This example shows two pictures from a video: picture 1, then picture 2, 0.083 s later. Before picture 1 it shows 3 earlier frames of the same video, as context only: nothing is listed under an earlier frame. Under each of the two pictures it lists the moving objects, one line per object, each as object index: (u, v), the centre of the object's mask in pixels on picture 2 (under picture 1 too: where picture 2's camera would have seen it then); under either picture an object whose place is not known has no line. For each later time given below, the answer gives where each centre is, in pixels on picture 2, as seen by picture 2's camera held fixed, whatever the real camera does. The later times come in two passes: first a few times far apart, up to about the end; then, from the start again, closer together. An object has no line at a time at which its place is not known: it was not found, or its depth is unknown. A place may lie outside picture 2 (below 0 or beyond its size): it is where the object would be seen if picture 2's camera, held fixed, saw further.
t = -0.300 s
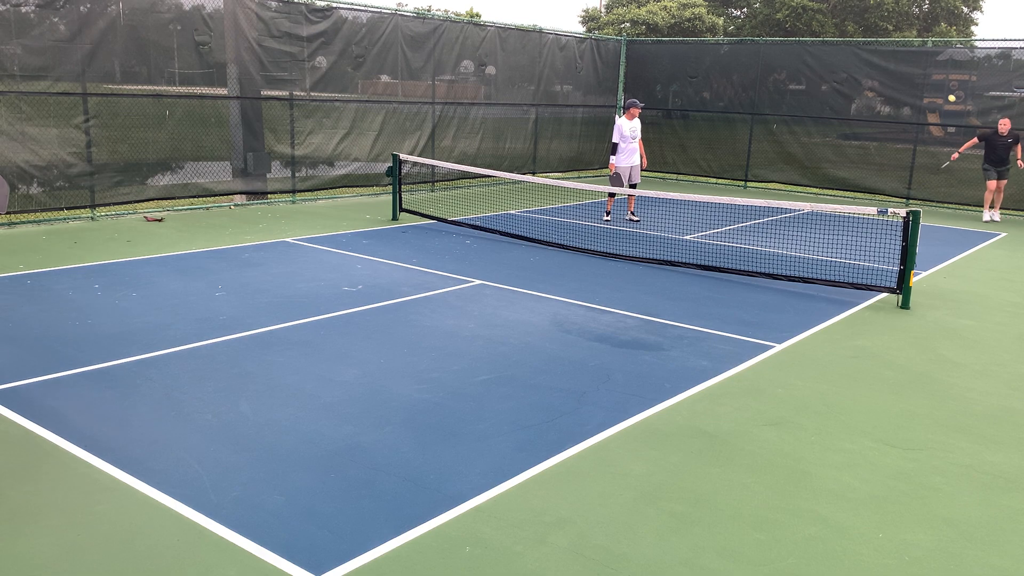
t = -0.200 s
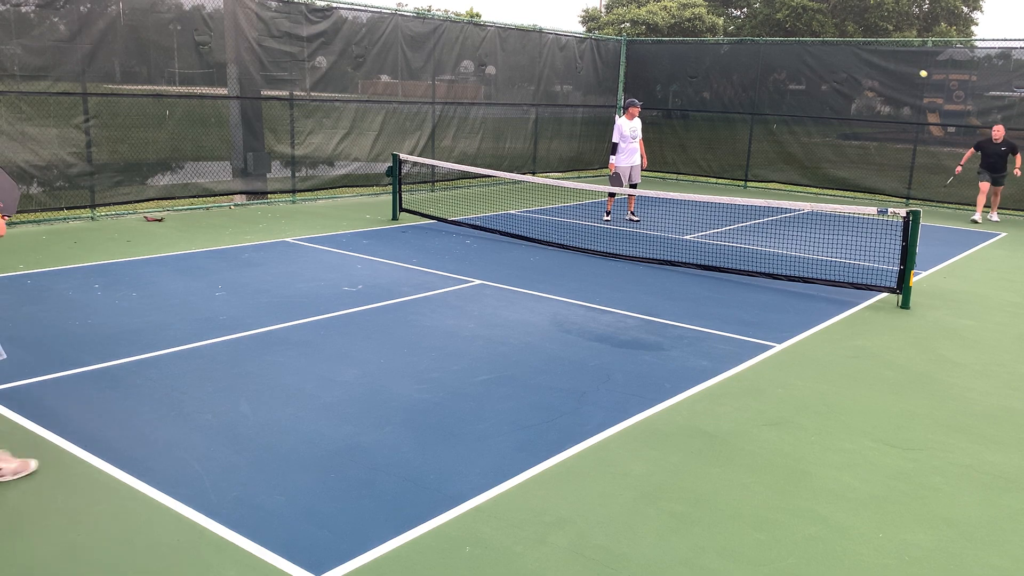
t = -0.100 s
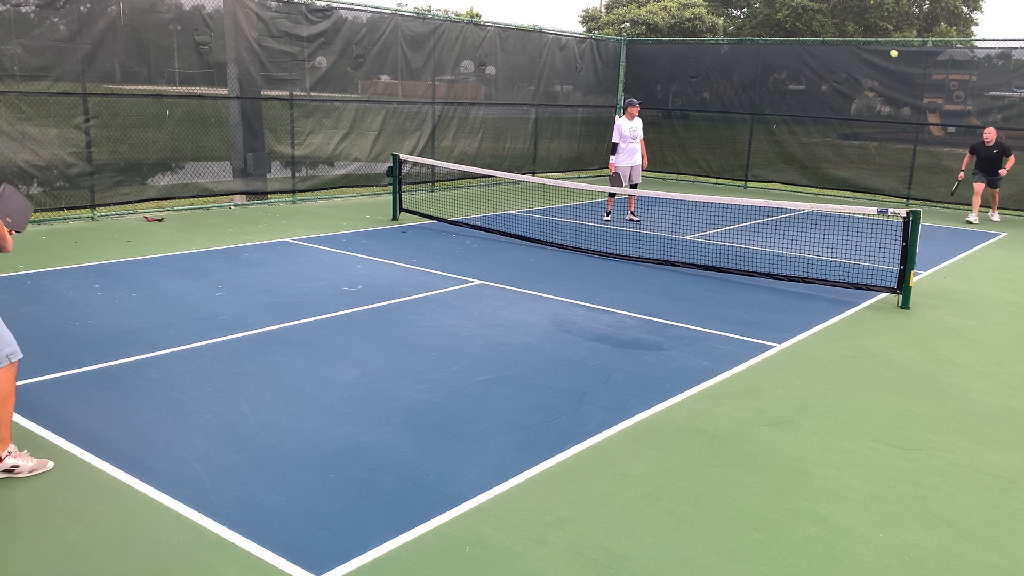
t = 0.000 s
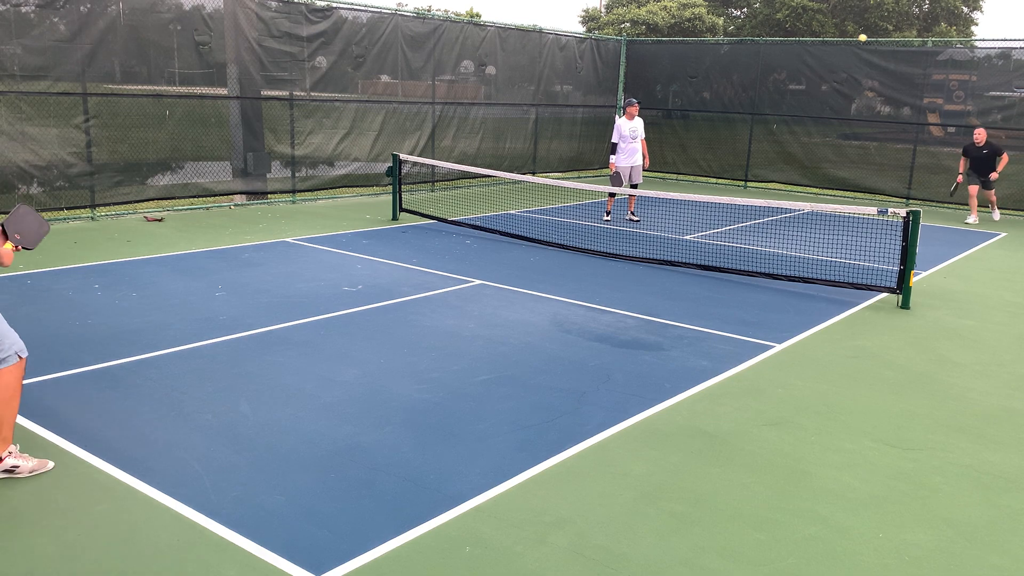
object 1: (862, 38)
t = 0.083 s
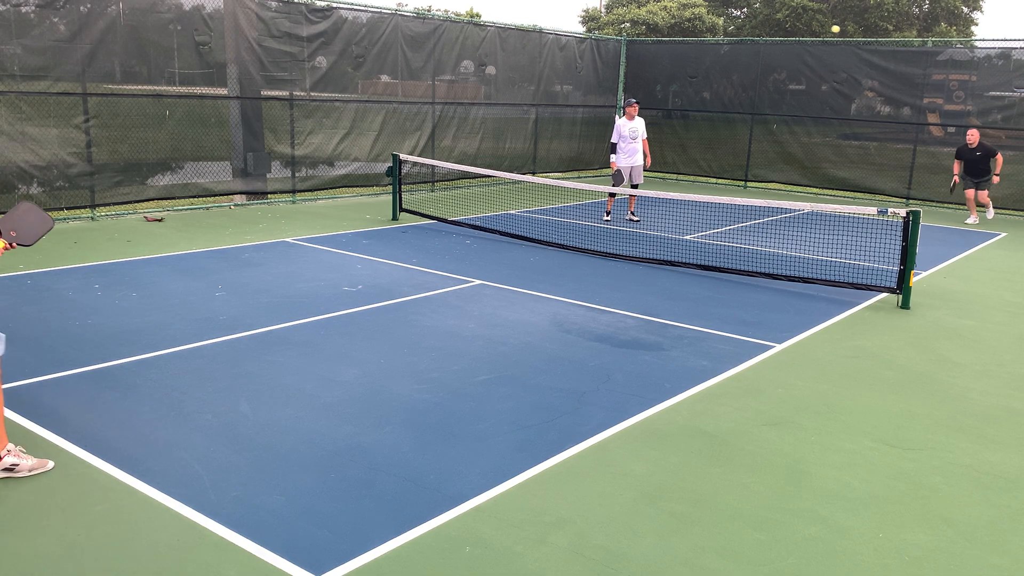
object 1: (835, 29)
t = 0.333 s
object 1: (745, 31)
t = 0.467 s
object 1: (690, 54)
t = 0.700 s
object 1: (583, 139)
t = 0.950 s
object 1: (448, 302)
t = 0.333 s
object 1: (745, 31)
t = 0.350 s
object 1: (739, 33)
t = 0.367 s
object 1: (732, 35)
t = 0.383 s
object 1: (725, 38)
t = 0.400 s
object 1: (718, 41)
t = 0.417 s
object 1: (711, 44)
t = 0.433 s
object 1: (705, 47)
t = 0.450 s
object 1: (698, 50)
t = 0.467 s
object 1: (690, 54)
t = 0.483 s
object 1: (683, 58)
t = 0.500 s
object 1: (676, 63)
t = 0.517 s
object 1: (669, 67)
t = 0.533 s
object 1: (661, 72)
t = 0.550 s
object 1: (654, 78)
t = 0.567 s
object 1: (646, 83)
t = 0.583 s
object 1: (638, 89)
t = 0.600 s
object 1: (630, 96)
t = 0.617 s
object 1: (623, 102)
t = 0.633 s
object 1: (615, 109)
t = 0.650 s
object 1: (607, 116)
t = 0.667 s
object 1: (599, 123)
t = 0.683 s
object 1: (591, 131)
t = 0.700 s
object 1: (583, 139)
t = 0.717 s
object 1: (574, 148)
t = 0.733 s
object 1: (566, 156)
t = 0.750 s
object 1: (557, 165)
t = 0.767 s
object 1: (549, 174)
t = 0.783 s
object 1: (540, 185)
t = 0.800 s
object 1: (531, 195)
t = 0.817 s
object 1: (523, 205)
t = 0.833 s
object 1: (514, 216)
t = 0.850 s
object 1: (504, 227)
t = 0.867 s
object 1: (495, 239)
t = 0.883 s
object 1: (486, 250)
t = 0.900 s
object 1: (477, 263)
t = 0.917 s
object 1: (468, 275)
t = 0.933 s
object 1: (458, 289)
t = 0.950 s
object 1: (448, 302)
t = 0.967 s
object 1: (438, 316)
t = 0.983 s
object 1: (429, 328)
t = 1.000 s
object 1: (427, 321)
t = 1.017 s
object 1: (425, 313)
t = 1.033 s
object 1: (423, 306)
